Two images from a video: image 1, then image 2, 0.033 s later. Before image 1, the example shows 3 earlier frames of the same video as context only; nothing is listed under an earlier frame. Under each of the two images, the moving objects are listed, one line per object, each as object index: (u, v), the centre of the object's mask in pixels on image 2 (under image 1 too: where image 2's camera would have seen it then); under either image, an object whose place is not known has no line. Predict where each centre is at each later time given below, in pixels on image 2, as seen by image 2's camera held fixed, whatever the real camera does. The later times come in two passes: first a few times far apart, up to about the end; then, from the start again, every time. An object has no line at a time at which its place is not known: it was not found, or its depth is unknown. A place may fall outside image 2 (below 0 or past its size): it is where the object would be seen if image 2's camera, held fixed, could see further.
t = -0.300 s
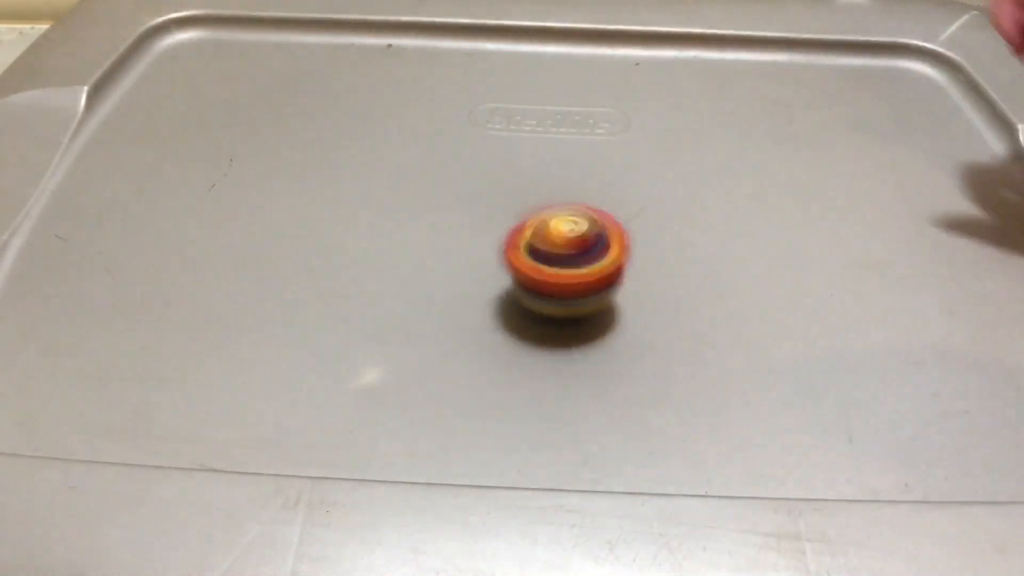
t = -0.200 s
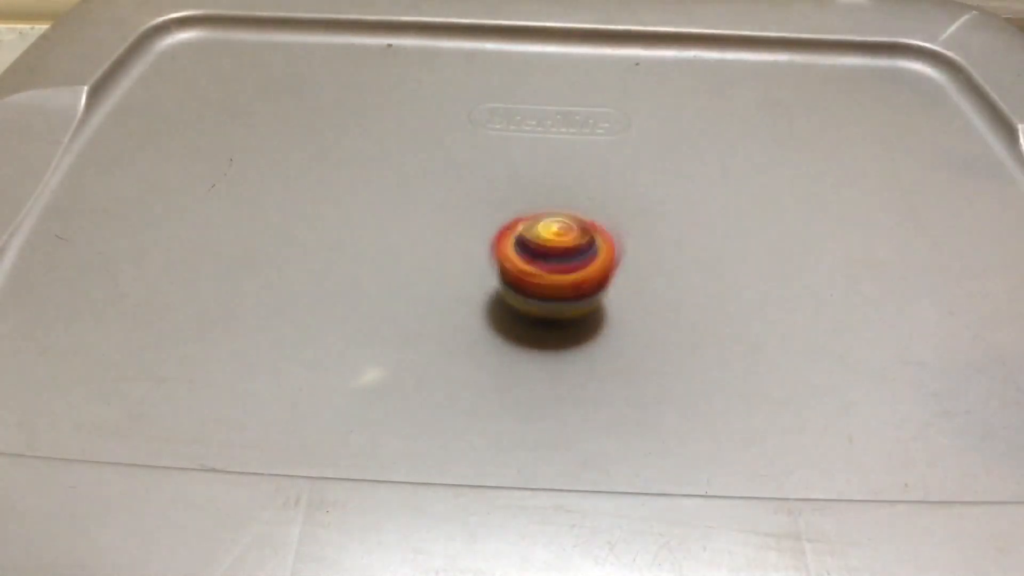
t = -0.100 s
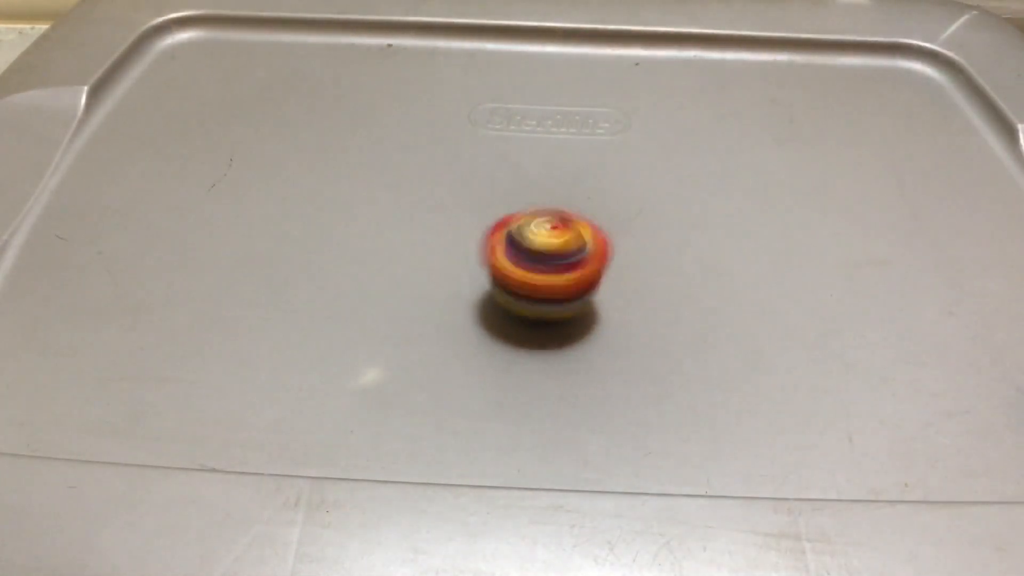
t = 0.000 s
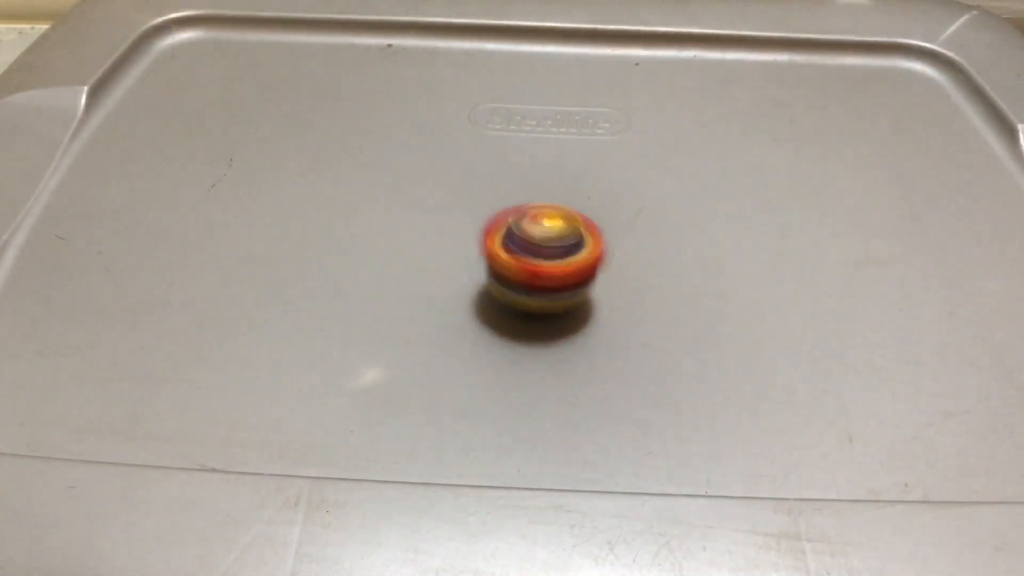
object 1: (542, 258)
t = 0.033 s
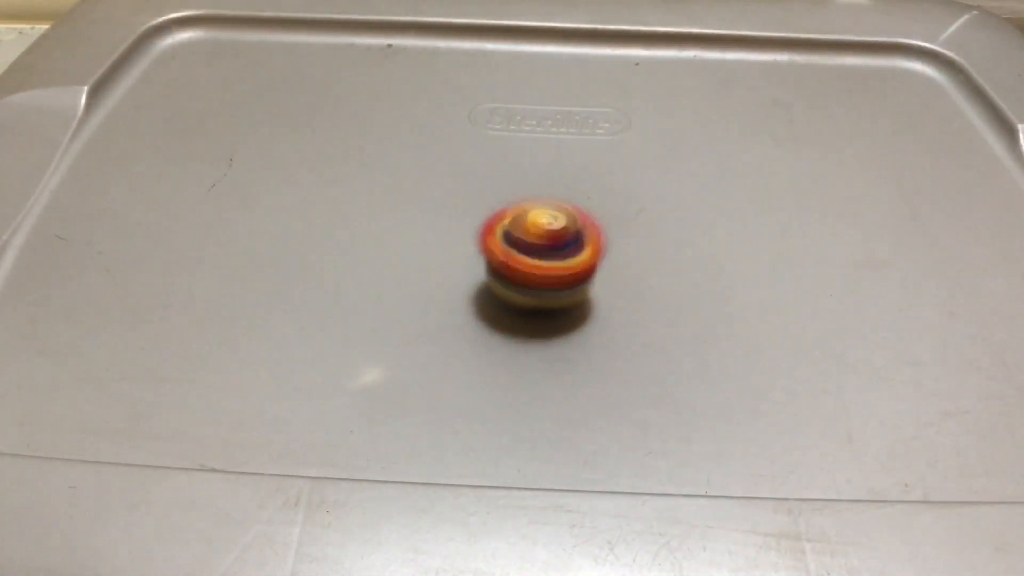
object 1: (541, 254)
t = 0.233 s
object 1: (544, 231)
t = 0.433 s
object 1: (555, 195)
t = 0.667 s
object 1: (557, 157)
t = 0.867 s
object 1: (559, 149)
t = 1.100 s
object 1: (575, 172)
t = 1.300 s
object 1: (601, 201)
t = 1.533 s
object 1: (626, 228)
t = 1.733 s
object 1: (625, 237)
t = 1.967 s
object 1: (599, 230)
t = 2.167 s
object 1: (576, 214)
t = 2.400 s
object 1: (572, 191)
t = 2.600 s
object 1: (583, 176)
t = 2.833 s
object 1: (599, 177)
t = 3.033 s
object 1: (601, 191)
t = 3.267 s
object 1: (578, 204)
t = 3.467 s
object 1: (553, 204)
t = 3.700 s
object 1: (545, 197)
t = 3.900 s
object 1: (561, 190)
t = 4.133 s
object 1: (593, 196)
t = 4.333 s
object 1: (604, 205)
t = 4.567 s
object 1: (595, 215)
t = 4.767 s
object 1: (580, 214)
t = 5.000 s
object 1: (574, 203)
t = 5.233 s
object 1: (592, 192)
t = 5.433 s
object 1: (605, 194)
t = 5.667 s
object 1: (608, 199)
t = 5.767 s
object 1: (600, 200)
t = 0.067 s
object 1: (539, 252)
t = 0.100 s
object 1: (539, 248)
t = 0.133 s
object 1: (538, 246)
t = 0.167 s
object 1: (540, 241)
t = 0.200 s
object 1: (542, 236)
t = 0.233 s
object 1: (544, 231)
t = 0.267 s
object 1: (544, 225)
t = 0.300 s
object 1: (546, 221)
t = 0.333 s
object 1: (548, 214)
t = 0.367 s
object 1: (551, 209)
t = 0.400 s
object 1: (554, 202)
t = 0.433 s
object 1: (555, 195)
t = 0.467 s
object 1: (556, 190)
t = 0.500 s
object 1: (557, 185)
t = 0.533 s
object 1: (559, 179)
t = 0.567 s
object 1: (559, 172)
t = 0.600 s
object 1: (558, 165)
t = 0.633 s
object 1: (558, 159)
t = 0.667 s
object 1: (557, 157)
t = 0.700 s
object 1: (556, 154)
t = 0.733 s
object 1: (556, 153)
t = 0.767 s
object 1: (557, 151)
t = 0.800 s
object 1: (557, 148)
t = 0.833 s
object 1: (559, 150)
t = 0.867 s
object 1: (559, 149)
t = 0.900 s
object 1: (561, 152)
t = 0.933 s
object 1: (561, 152)
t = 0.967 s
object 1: (563, 157)
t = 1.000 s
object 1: (565, 158)
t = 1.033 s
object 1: (569, 163)
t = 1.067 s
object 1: (572, 167)
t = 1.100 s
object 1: (575, 172)
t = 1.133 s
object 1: (578, 176)
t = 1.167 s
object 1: (582, 182)
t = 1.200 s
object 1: (587, 186)
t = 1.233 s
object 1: (592, 192)
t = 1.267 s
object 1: (596, 196)
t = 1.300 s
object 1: (601, 201)
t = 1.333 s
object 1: (606, 207)
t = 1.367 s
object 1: (611, 211)
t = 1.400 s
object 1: (615, 213)
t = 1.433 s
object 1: (619, 219)
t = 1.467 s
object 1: (622, 220)
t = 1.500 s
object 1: (625, 223)
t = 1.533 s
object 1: (626, 228)
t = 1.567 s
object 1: (628, 229)
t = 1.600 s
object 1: (629, 230)
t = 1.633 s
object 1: (628, 233)
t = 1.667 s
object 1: (628, 233)
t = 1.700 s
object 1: (627, 236)
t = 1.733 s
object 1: (625, 237)
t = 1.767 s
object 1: (623, 236)
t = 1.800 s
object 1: (620, 236)
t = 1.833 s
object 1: (616, 235)
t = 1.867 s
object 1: (612, 235)
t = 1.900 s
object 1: (608, 232)
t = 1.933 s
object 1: (603, 233)
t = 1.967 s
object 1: (599, 230)
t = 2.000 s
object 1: (594, 227)
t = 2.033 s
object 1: (590, 226)
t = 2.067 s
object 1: (585, 223)
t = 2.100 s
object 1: (583, 220)
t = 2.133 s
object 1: (578, 218)
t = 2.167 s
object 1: (576, 214)
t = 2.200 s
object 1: (574, 212)
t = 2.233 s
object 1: (572, 208)
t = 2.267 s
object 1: (571, 206)
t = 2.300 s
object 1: (571, 201)
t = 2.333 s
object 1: (572, 198)
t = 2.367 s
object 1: (571, 195)
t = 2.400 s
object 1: (572, 191)
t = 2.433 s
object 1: (573, 189)
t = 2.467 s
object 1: (574, 185)
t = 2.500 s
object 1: (577, 182)
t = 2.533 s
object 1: (580, 180)
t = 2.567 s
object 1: (583, 178)
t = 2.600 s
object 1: (583, 176)
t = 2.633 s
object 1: (587, 176)
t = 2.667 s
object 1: (589, 175)
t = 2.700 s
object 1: (590, 175)
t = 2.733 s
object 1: (594, 176)
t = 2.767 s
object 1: (596, 174)
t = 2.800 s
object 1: (599, 177)
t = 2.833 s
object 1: (599, 177)
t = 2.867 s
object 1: (601, 179)
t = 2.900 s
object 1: (602, 181)
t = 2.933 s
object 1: (602, 184)
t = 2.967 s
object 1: (603, 187)
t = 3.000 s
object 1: (602, 188)
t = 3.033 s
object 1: (601, 191)
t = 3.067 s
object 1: (598, 192)
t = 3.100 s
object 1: (596, 195)
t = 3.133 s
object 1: (593, 198)
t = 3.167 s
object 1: (589, 199)
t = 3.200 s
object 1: (587, 203)
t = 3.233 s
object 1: (581, 202)
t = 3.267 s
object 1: (578, 204)
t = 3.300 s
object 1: (574, 205)
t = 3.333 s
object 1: (569, 205)
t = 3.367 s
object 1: (566, 206)
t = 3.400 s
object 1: (560, 204)
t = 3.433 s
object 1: (556, 205)
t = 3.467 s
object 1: (553, 204)
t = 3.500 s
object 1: (550, 203)
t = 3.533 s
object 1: (549, 204)
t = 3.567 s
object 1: (545, 200)
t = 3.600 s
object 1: (543, 200)
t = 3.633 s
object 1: (543, 198)
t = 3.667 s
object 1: (544, 197)
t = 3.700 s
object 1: (545, 197)
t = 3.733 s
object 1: (545, 194)
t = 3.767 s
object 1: (546, 195)
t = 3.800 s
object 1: (550, 193)
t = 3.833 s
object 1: (554, 193)
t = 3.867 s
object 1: (559, 192)
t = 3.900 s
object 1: (561, 190)
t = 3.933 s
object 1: (565, 192)
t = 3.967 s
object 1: (572, 192)
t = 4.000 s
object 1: (574, 191)
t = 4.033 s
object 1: (578, 193)
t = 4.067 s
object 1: (583, 193)
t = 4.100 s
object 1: (587, 195)
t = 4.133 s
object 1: (593, 196)
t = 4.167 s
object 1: (595, 196)
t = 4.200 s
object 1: (597, 199)
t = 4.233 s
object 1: (602, 201)
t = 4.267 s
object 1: (603, 202)
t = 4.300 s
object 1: (604, 205)
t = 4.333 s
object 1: (604, 205)
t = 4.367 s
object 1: (604, 208)
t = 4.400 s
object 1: (605, 210)
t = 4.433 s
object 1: (603, 211)
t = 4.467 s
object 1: (601, 212)
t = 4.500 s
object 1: (601, 214)
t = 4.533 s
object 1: (599, 214)
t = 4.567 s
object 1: (595, 215)
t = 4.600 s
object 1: (593, 216)
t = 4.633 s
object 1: (590, 216)
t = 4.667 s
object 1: (588, 216)
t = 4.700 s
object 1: (584, 214)
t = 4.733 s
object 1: (580, 215)
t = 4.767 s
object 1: (580, 214)
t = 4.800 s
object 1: (578, 212)
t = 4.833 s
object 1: (575, 211)
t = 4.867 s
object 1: (574, 210)
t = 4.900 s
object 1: (573, 206)
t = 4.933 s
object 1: (573, 205)
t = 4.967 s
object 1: (574, 204)
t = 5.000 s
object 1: (574, 203)
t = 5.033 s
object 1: (575, 201)
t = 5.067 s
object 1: (577, 198)
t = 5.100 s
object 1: (580, 197)
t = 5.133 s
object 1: (584, 195)
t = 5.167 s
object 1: (584, 192)
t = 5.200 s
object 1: (586, 193)
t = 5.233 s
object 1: (592, 192)
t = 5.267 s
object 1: (593, 190)
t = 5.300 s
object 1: (592, 190)
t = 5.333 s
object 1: (597, 190)
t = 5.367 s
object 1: (600, 190)
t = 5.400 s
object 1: (602, 193)
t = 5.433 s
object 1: (605, 194)
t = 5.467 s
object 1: (606, 192)
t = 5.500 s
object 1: (608, 194)
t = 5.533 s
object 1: (610, 196)
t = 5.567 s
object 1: (609, 196)
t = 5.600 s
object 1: (608, 196)
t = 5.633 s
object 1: (610, 198)
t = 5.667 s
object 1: (608, 199)
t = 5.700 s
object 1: (604, 198)
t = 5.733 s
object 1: (602, 198)
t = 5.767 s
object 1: (600, 200)
